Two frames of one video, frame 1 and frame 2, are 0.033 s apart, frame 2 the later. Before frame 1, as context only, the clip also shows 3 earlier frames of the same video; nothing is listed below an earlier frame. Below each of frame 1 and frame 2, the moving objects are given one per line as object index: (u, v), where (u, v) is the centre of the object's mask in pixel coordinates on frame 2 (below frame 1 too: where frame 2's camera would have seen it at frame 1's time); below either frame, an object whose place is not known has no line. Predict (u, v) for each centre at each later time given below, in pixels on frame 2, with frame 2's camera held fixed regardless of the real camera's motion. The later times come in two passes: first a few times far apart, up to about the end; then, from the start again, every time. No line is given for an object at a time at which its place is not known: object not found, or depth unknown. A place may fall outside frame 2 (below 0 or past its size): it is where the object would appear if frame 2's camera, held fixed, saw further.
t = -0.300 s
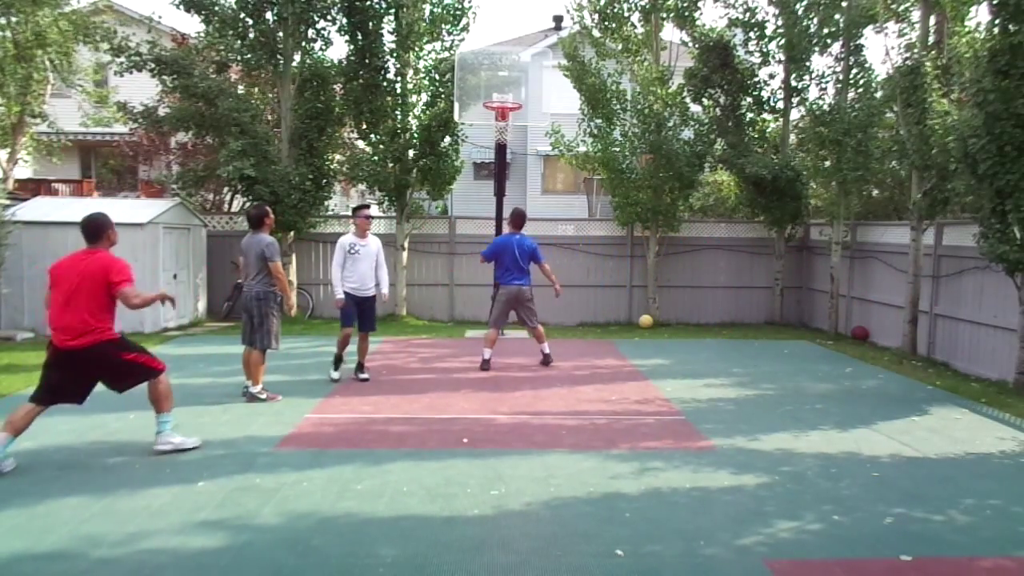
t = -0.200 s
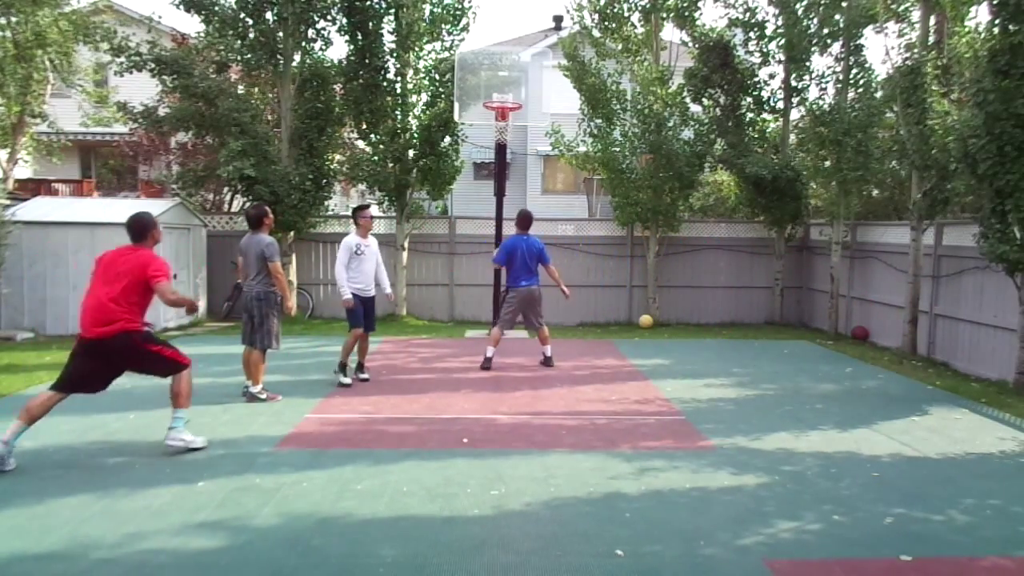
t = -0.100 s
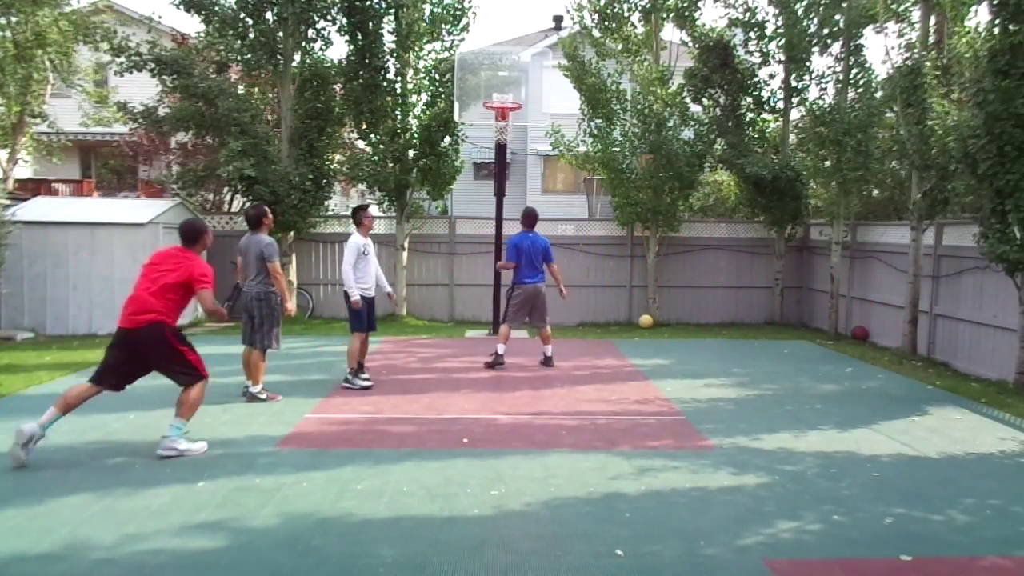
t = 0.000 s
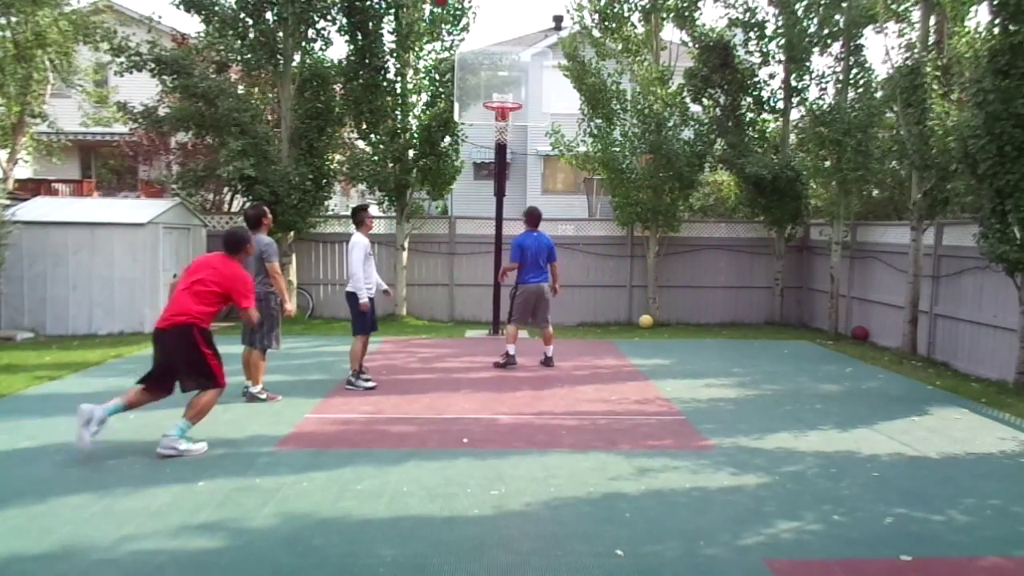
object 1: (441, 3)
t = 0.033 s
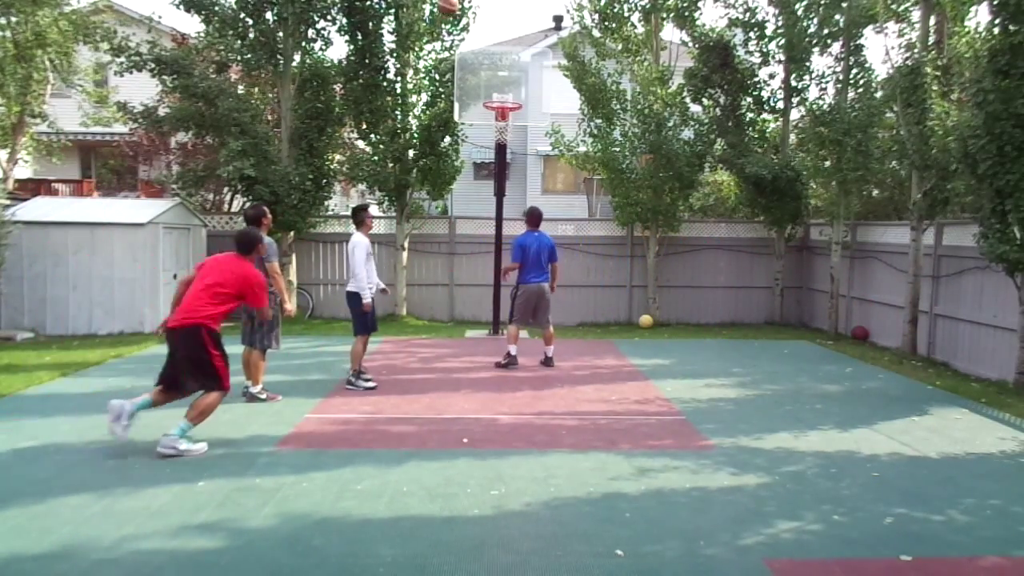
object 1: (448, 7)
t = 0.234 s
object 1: (486, 76)
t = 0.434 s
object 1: (506, 86)
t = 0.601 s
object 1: (515, 61)
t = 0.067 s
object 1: (455, 15)
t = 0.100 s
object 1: (461, 26)
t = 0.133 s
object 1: (468, 38)
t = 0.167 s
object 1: (474, 52)
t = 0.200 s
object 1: (480, 63)
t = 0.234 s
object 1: (486, 76)
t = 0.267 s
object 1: (491, 91)
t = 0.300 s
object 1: (495, 95)
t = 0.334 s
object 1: (499, 95)
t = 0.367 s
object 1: (503, 94)
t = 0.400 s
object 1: (505, 93)
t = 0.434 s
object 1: (506, 86)
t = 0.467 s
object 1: (508, 80)
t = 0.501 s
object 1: (510, 73)
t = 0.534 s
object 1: (512, 68)
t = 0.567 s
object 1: (514, 64)
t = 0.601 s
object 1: (515, 61)
